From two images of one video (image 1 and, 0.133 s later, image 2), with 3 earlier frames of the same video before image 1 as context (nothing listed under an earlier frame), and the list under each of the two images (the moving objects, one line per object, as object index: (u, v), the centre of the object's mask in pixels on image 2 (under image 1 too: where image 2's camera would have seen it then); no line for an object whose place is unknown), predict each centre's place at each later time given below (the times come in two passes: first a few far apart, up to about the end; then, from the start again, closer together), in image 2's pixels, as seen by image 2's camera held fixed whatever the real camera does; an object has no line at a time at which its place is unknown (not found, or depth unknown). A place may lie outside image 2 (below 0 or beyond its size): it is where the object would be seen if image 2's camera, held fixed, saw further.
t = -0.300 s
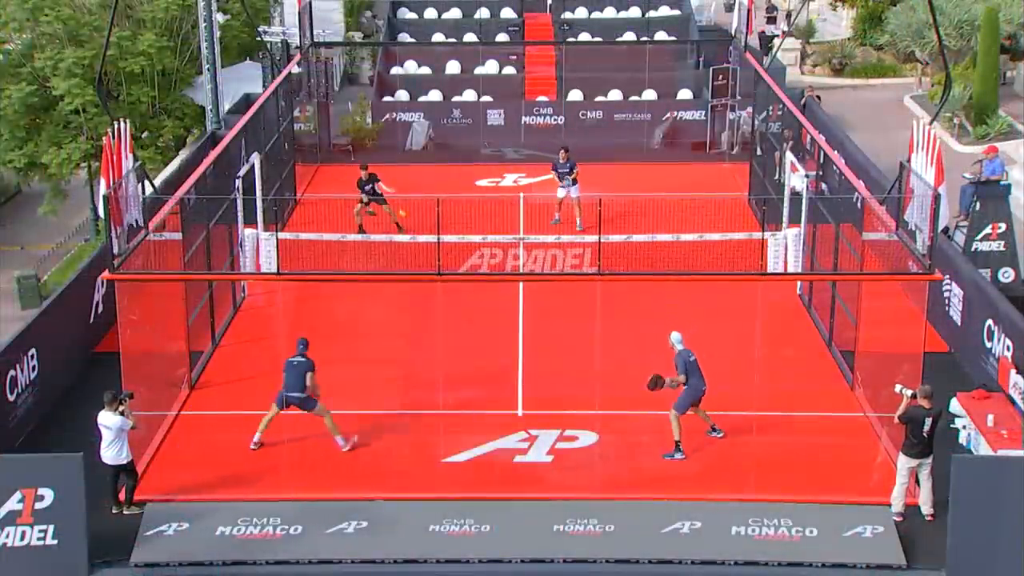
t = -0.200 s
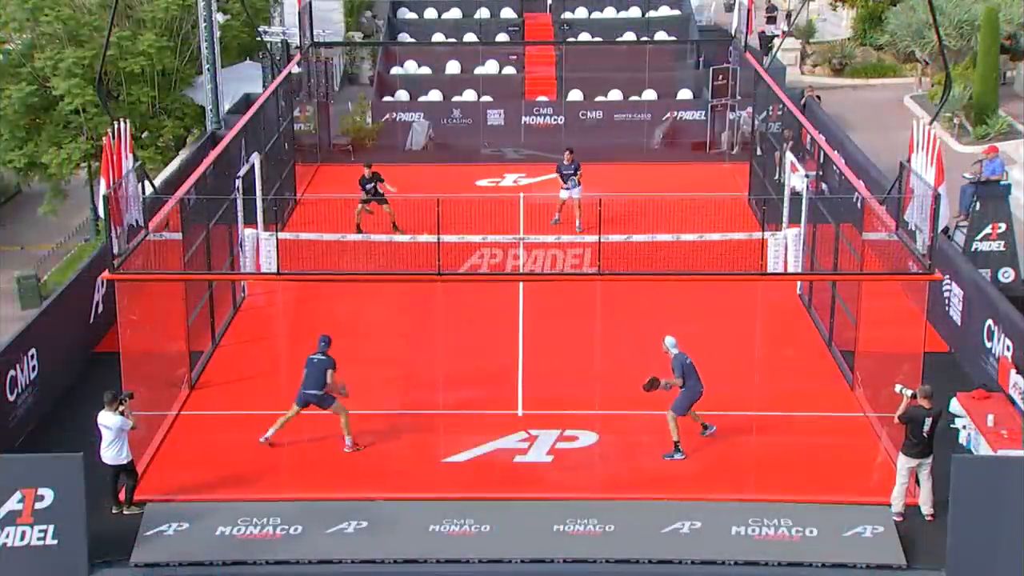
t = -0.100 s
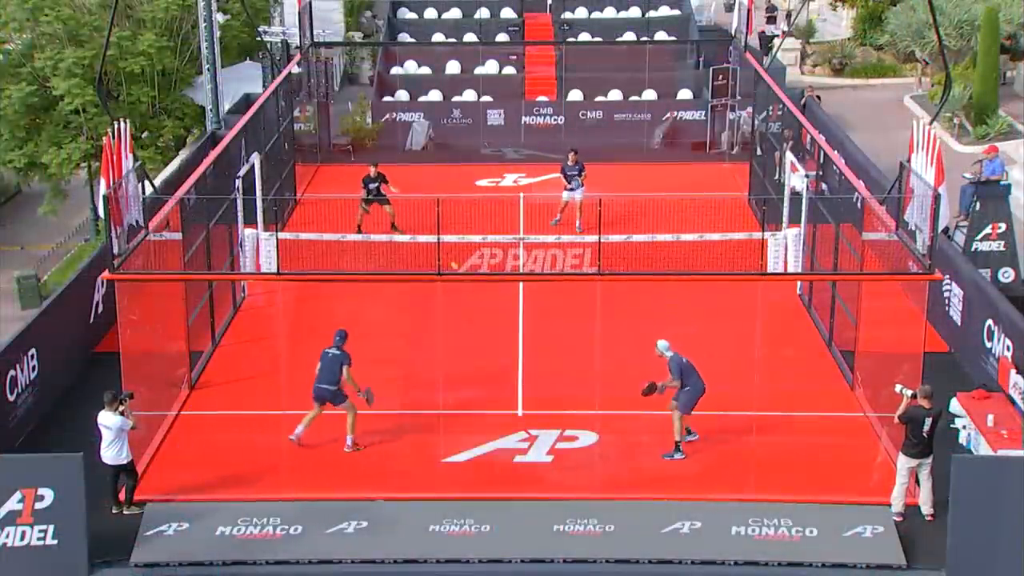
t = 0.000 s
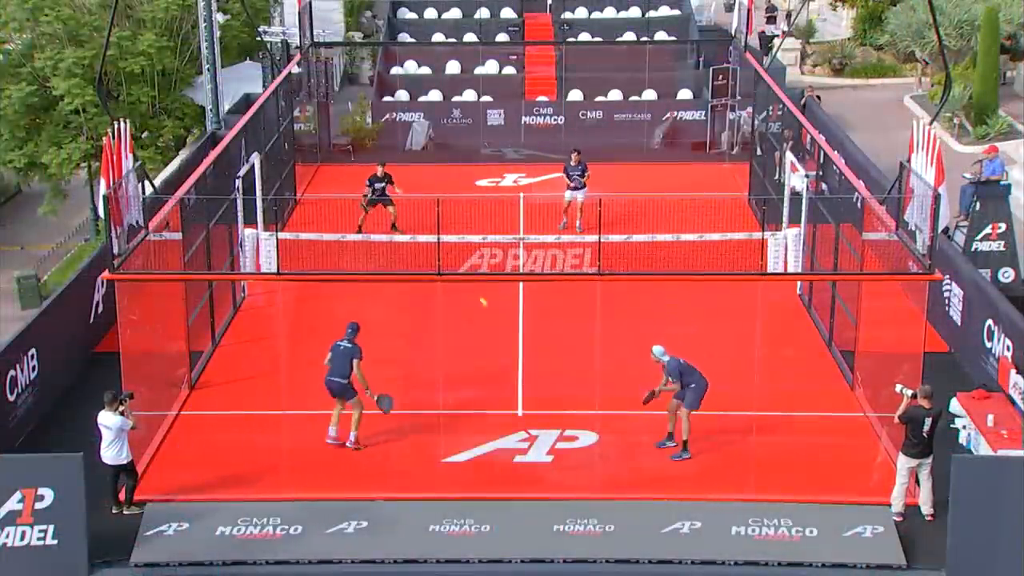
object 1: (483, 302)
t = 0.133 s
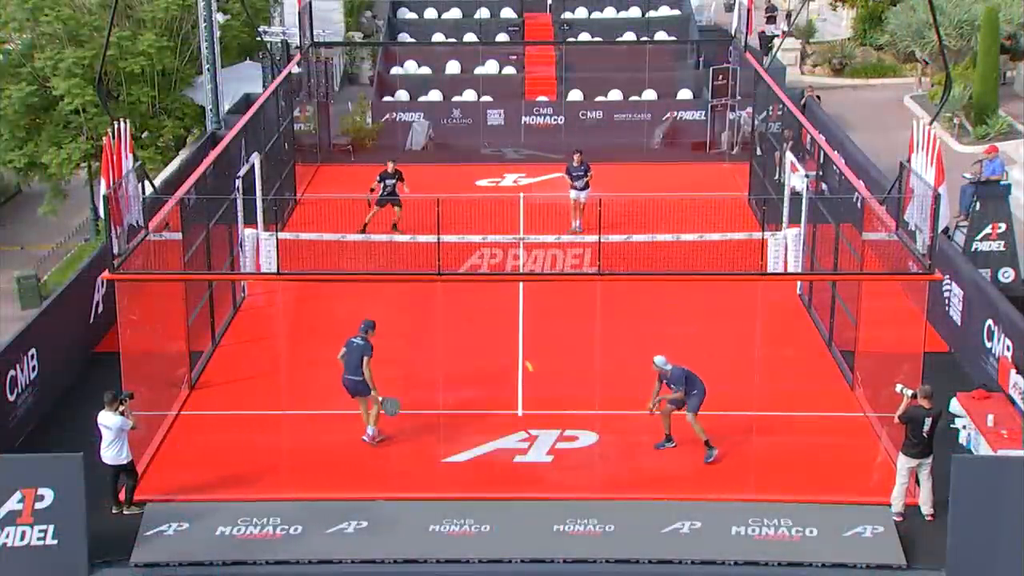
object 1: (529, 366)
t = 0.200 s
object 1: (550, 399)
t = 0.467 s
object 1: (626, 457)
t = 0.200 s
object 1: (550, 399)
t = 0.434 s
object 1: (624, 464)
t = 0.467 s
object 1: (626, 457)
